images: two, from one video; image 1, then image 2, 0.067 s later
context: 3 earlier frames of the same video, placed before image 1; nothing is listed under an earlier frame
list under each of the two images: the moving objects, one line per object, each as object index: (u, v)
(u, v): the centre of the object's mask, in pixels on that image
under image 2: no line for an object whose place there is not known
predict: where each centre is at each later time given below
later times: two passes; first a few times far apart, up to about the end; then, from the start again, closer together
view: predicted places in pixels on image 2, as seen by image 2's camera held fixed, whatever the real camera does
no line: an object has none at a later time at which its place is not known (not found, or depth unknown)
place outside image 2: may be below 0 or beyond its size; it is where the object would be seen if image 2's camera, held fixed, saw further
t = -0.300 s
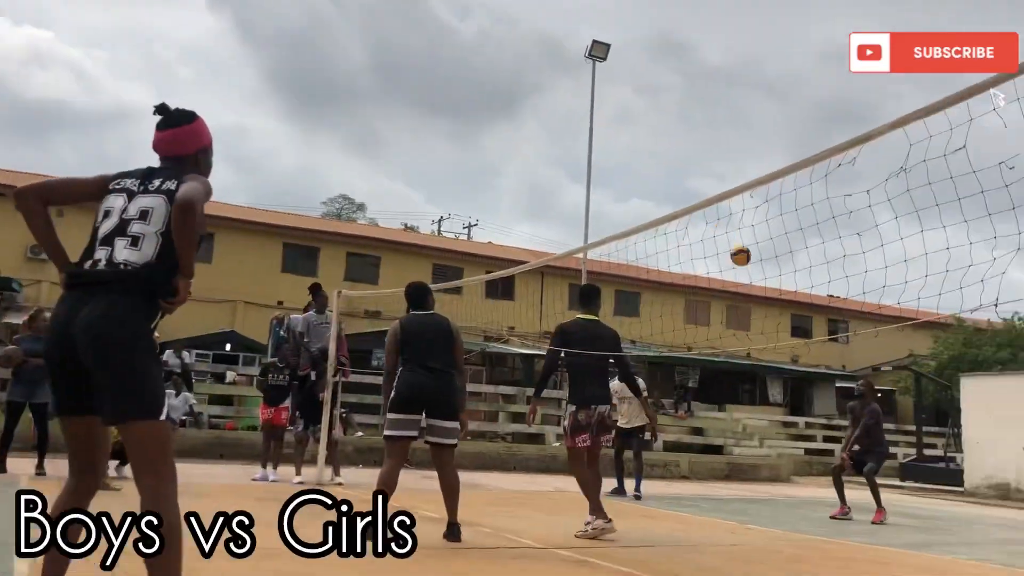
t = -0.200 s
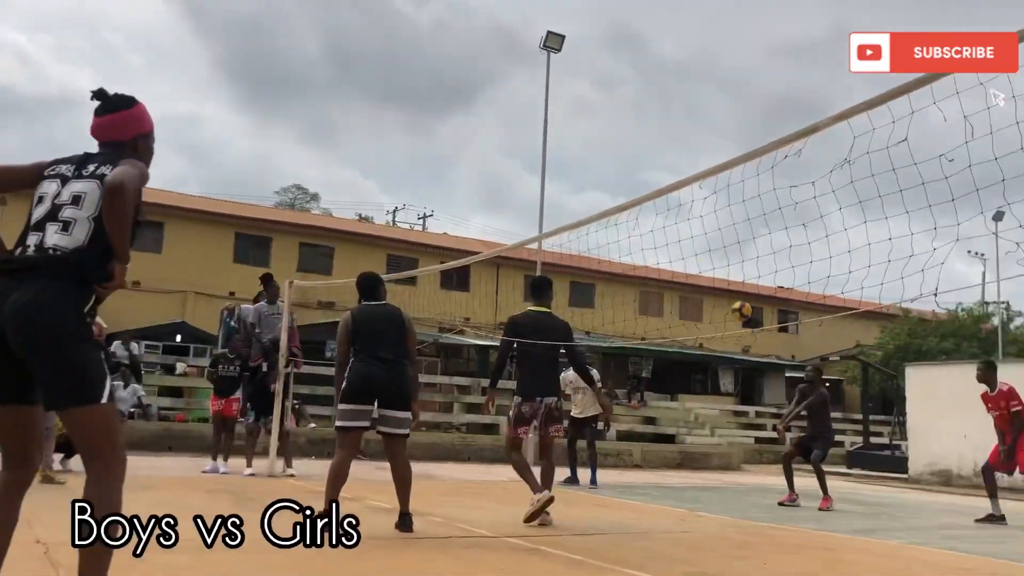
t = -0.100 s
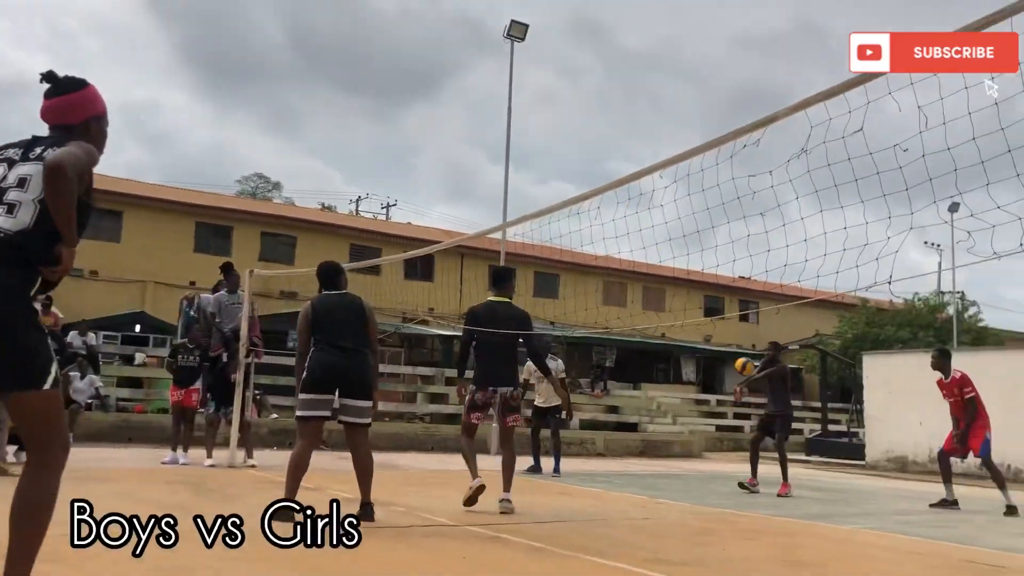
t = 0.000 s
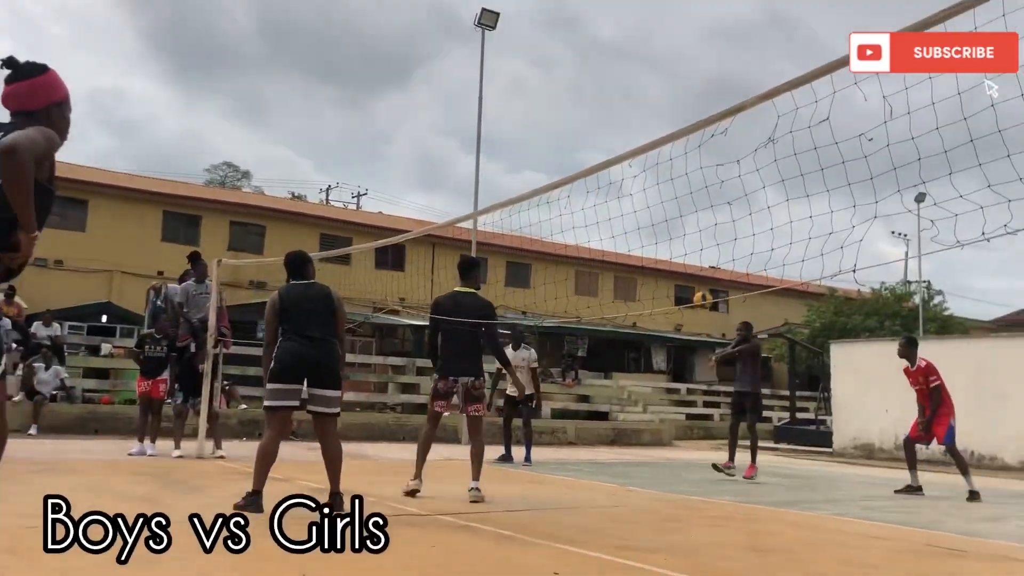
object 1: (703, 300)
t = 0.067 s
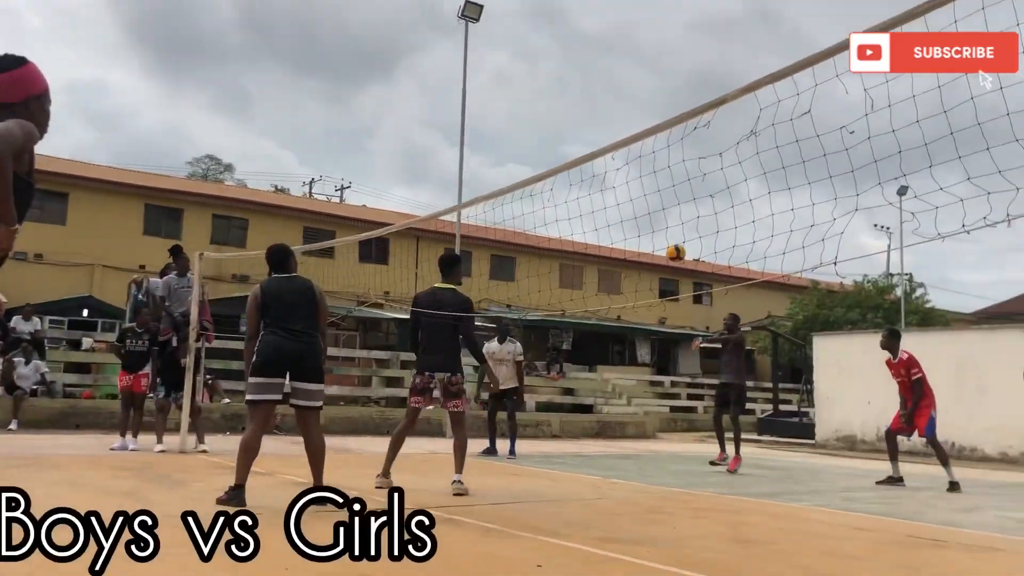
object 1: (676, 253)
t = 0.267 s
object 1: (644, 152)
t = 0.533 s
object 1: (594, 67)
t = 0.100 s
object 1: (671, 234)
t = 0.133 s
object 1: (665, 216)
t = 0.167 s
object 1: (660, 199)
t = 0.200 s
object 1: (655, 182)
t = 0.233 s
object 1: (649, 167)
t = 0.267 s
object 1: (644, 152)
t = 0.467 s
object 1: (607, 82)
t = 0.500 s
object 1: (600, 74)
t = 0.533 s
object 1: (594, 67)
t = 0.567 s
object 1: (587, 60)
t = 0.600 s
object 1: (581, 55)
